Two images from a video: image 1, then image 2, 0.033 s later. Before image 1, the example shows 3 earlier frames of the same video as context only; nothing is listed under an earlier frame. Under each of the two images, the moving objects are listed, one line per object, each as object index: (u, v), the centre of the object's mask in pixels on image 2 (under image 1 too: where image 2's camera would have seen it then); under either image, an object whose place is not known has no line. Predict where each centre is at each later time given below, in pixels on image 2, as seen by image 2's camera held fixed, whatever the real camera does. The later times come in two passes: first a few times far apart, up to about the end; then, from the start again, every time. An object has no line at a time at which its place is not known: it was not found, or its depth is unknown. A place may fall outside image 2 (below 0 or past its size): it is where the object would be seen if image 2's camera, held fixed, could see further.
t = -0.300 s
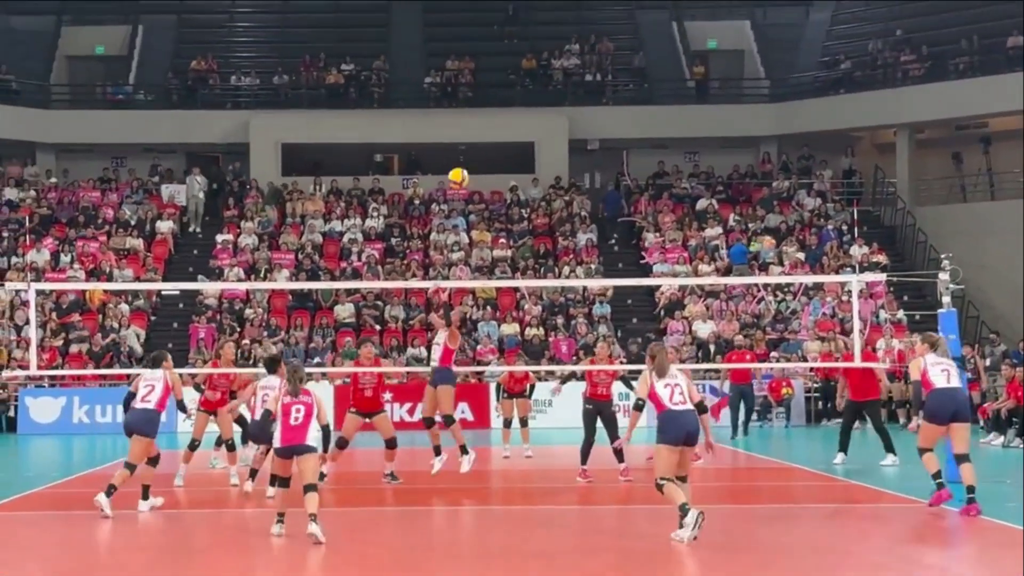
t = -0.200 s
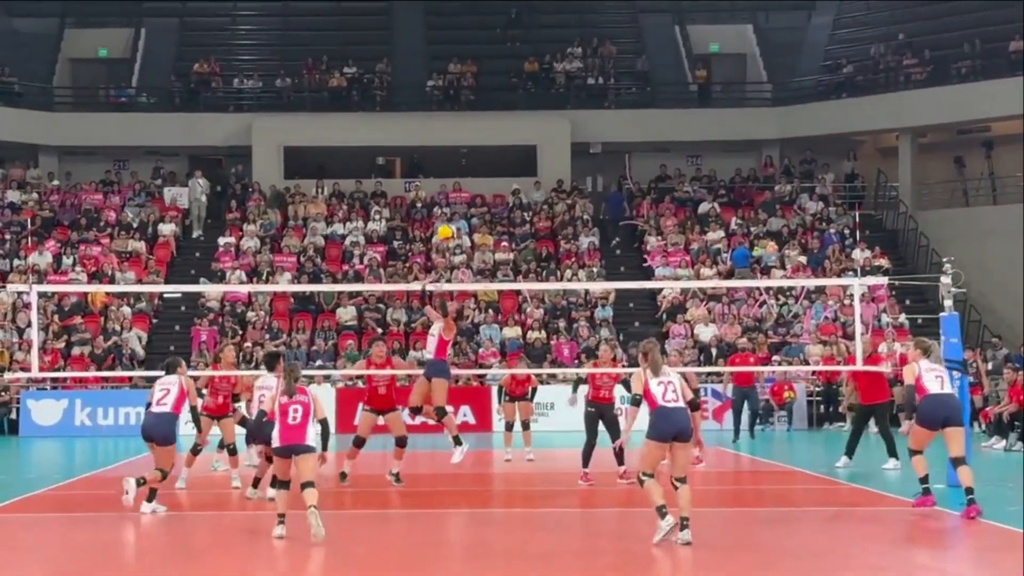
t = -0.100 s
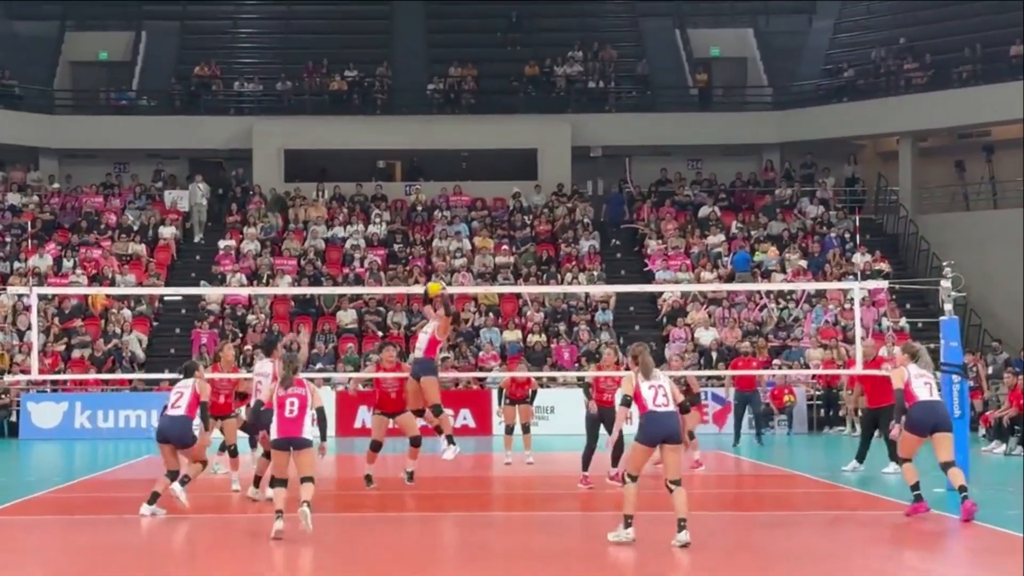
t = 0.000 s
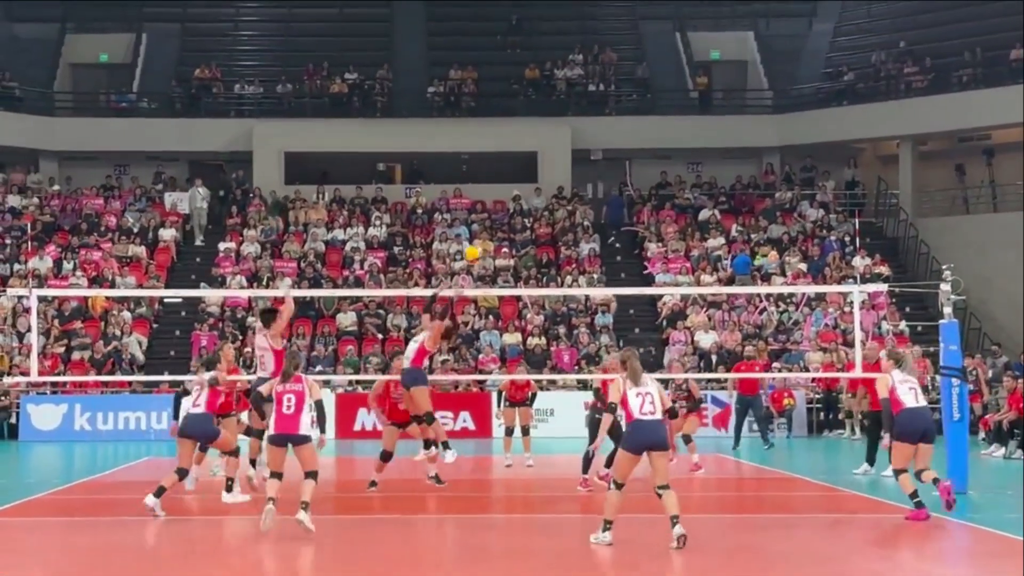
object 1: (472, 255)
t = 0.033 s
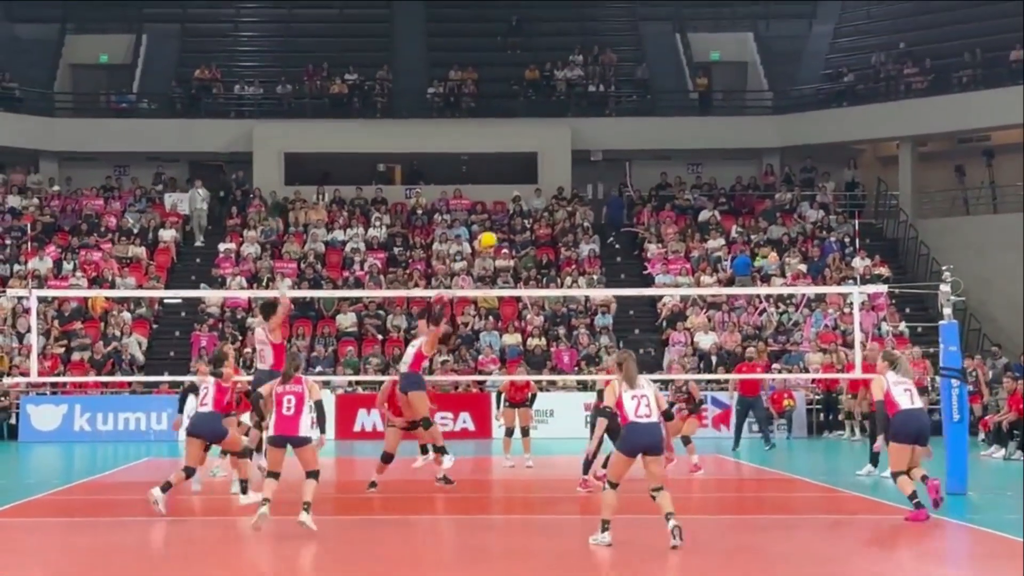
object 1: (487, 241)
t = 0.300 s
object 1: (598, 166)
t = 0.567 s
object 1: (703, 156)
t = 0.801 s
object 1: (793, 202)
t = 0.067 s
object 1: (501, 228)
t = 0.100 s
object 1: (516, 216)
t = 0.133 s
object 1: (529, 205)
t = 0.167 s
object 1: (544, 195)
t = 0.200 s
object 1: (557, 186)
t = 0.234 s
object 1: (571, 178)
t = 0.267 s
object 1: (584, 171)
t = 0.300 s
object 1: (598, 166)
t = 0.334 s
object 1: (611, 161)
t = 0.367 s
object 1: (624, 157)
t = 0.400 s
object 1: (638, 154)
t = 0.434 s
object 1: (651, 153)
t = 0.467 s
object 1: (664, 152)
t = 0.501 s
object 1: (677, 152)
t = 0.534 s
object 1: (690, 154)
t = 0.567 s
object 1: (703, 156)
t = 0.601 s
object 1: (717, 160)
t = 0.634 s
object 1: (730, 164)
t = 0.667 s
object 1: (743, 170)
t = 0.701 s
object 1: (756, 176)
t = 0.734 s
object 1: (769, 184)
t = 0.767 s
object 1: (782, 193)
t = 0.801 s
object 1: (793, 202)
